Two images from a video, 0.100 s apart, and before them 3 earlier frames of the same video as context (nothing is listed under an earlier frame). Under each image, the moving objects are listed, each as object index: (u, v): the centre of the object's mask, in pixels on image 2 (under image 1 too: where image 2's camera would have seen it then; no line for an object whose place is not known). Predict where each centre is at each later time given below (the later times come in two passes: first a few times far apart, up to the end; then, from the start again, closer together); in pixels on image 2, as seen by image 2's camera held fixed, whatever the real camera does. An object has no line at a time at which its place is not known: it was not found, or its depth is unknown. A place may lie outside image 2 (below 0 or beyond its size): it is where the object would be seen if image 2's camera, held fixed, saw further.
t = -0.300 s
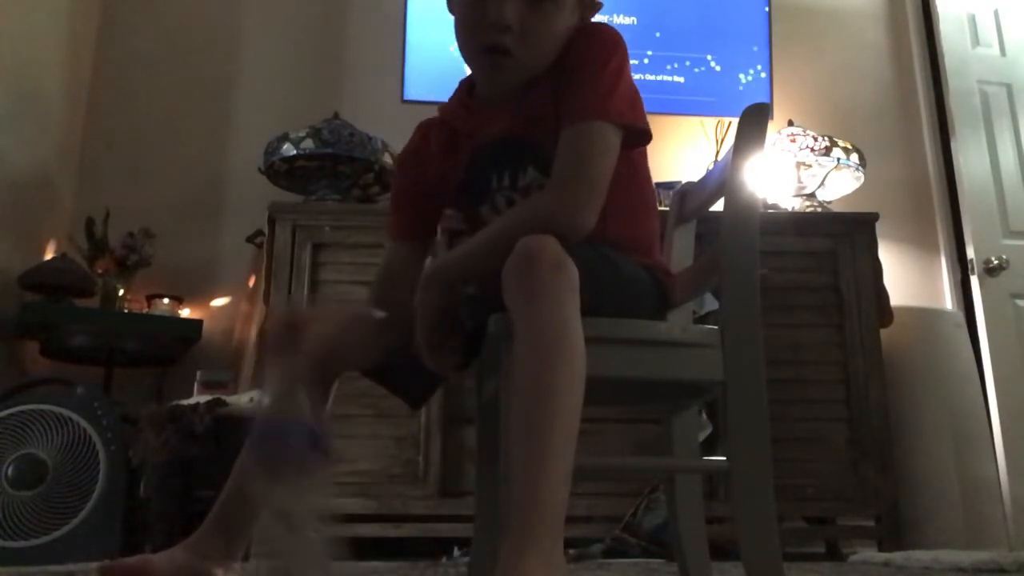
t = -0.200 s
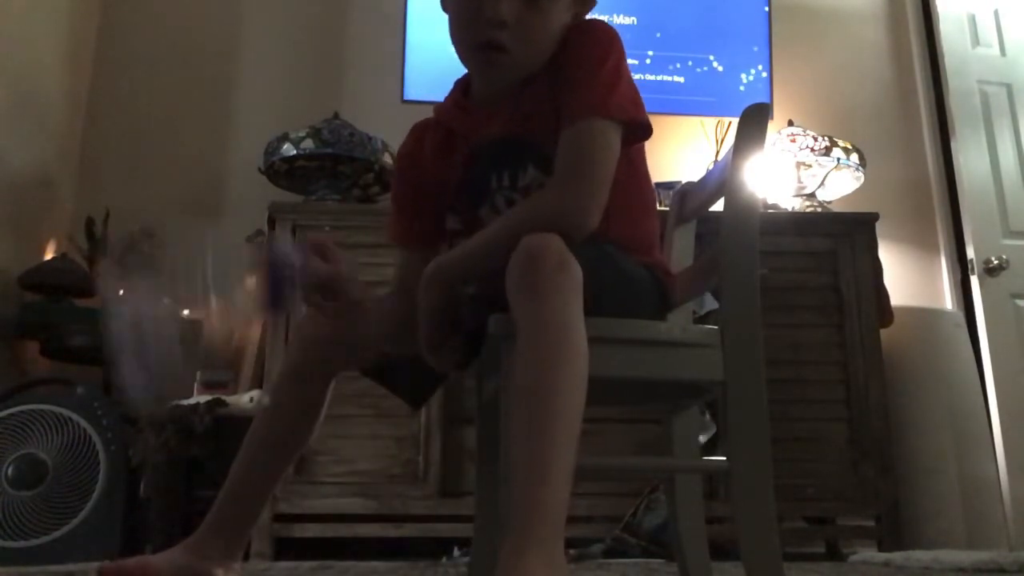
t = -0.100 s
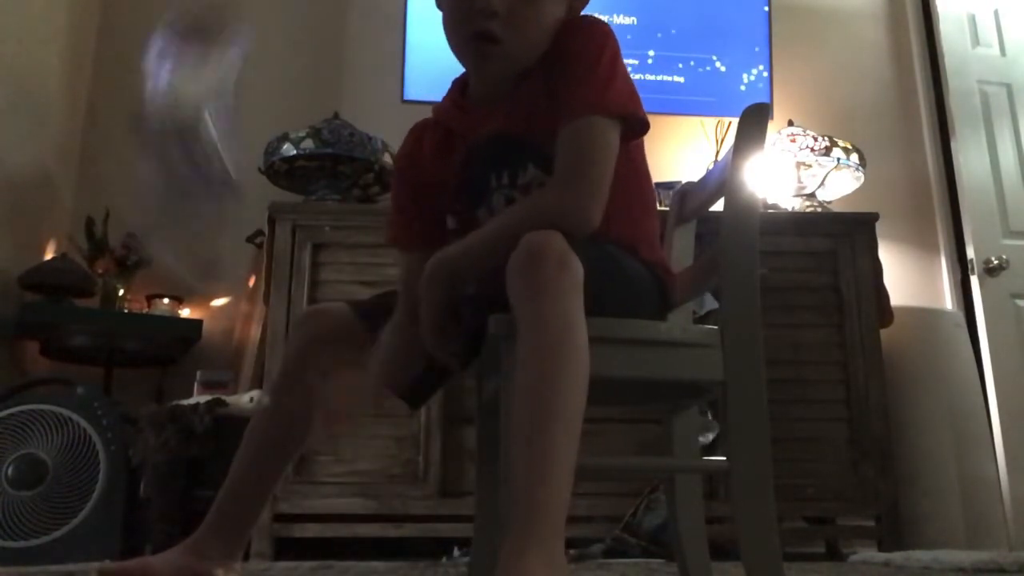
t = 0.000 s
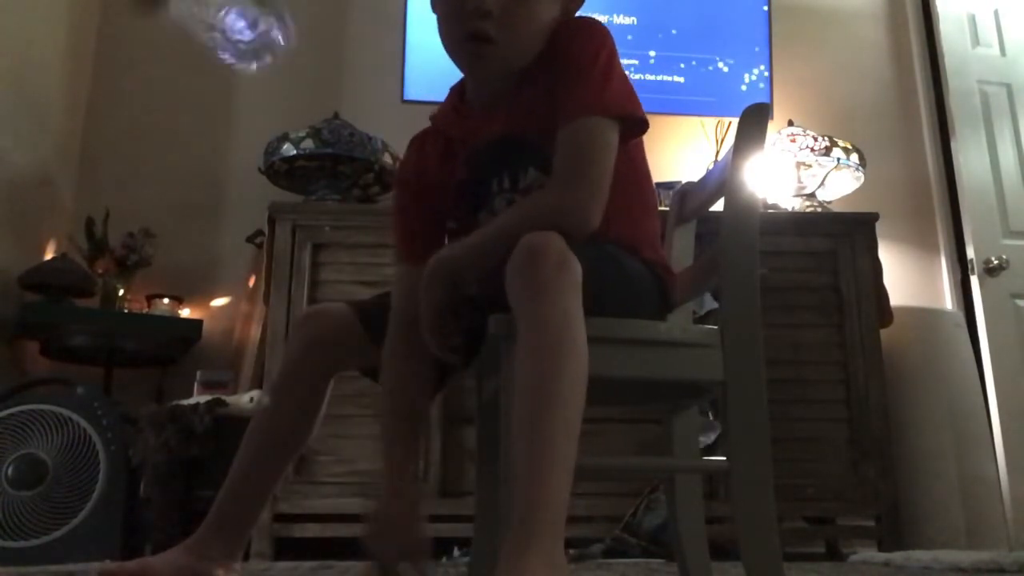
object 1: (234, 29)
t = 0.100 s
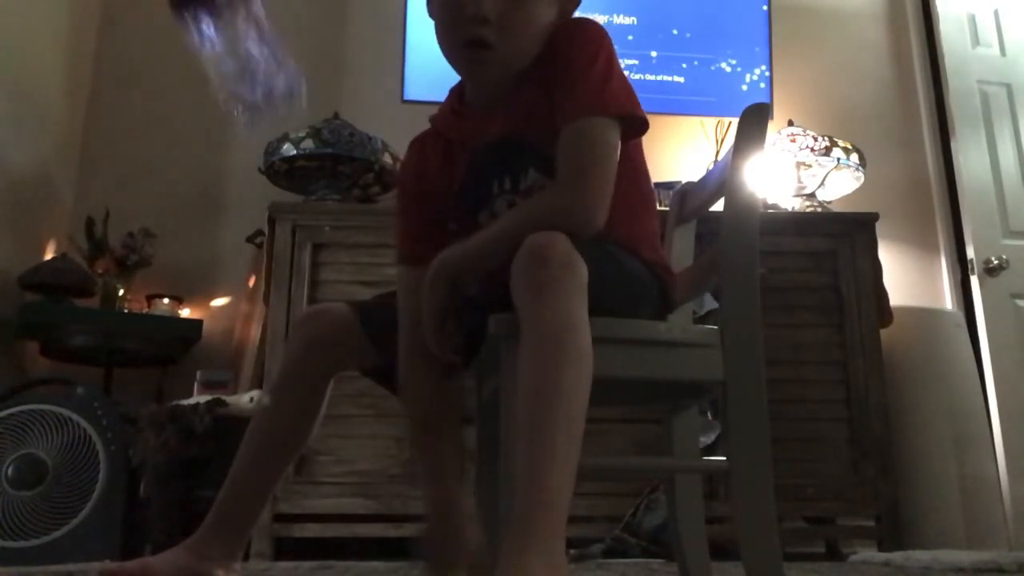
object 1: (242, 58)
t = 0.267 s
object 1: (244, 342)
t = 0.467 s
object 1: (259, 484)
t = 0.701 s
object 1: (237, 481)
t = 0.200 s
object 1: (237, 159)
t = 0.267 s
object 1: (244, 342)
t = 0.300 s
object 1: (241, 432)
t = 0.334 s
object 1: (252, 483)
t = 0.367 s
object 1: (259, 484)
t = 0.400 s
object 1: (260, 484)
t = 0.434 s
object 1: (261, 483)
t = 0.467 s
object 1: (259, 484)
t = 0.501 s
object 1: (257, 484)
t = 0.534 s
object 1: (252, 482)
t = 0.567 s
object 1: (244, 483)
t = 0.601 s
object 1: (237, 482)
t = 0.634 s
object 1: (234, 481)
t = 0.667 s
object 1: (234, 481)
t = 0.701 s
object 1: (237, 481)
